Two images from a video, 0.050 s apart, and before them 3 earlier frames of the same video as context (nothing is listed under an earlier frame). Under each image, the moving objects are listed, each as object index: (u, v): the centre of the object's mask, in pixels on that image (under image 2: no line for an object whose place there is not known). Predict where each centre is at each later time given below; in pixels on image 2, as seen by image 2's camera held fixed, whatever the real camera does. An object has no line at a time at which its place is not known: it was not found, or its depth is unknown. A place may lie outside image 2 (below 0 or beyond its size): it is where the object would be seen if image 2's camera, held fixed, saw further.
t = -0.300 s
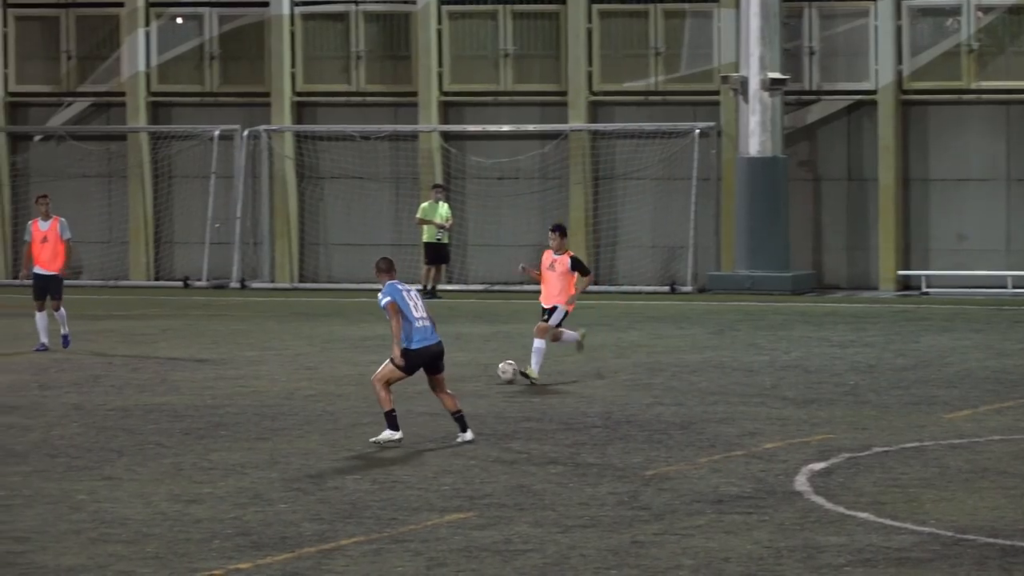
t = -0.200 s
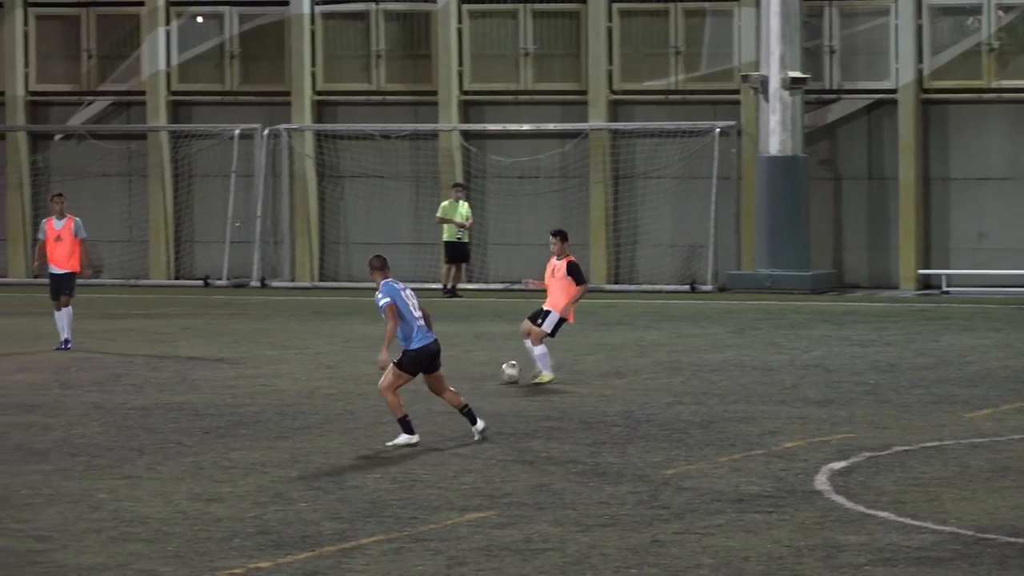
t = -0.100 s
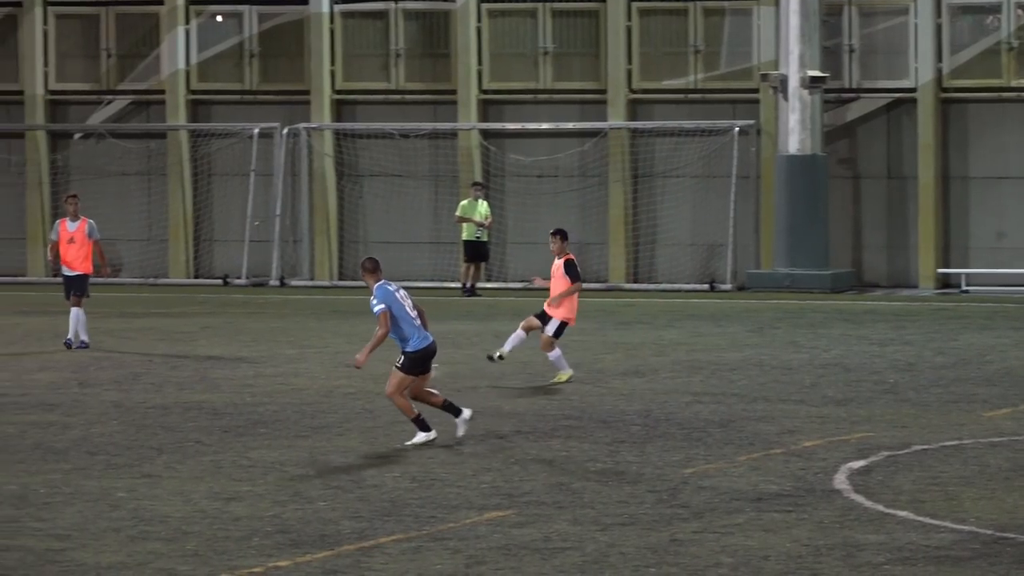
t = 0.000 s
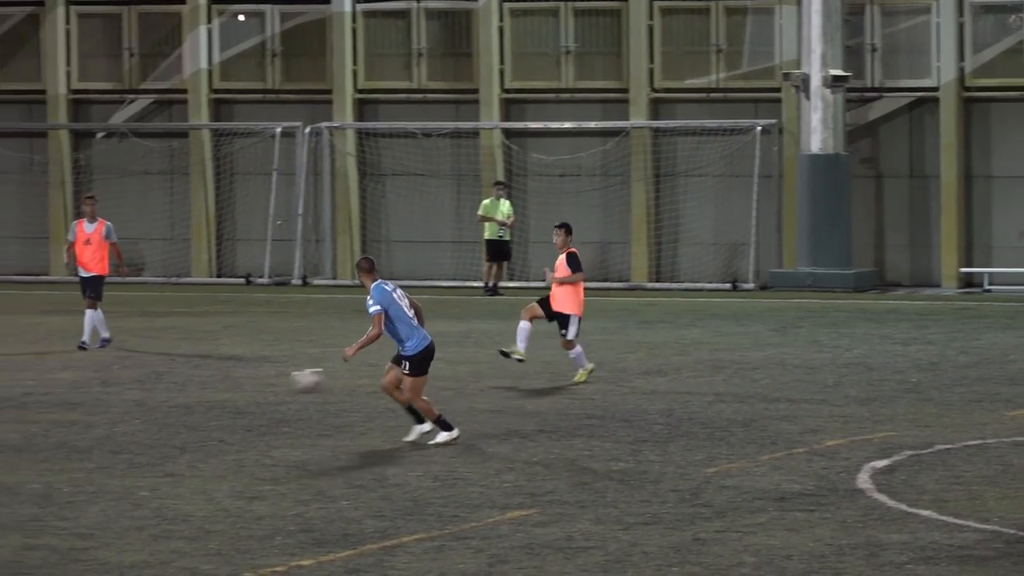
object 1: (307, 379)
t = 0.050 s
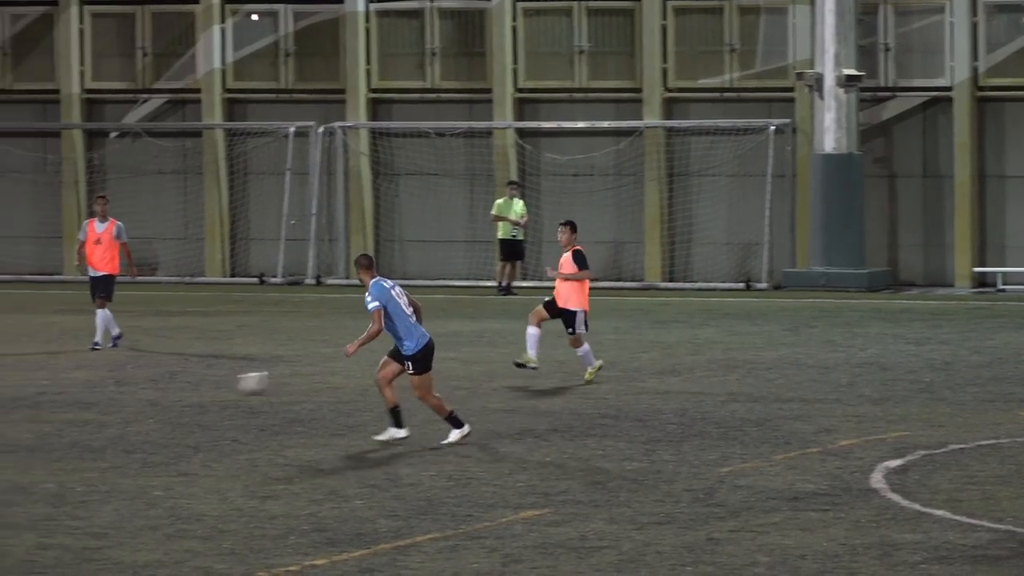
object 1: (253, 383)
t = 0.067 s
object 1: (230, 384)
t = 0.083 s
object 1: (208, 384)
